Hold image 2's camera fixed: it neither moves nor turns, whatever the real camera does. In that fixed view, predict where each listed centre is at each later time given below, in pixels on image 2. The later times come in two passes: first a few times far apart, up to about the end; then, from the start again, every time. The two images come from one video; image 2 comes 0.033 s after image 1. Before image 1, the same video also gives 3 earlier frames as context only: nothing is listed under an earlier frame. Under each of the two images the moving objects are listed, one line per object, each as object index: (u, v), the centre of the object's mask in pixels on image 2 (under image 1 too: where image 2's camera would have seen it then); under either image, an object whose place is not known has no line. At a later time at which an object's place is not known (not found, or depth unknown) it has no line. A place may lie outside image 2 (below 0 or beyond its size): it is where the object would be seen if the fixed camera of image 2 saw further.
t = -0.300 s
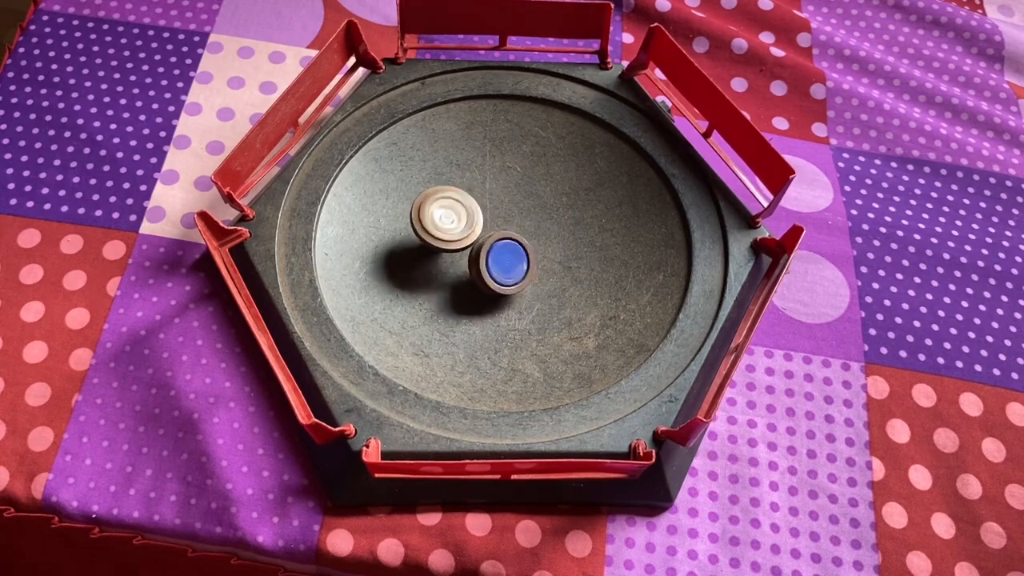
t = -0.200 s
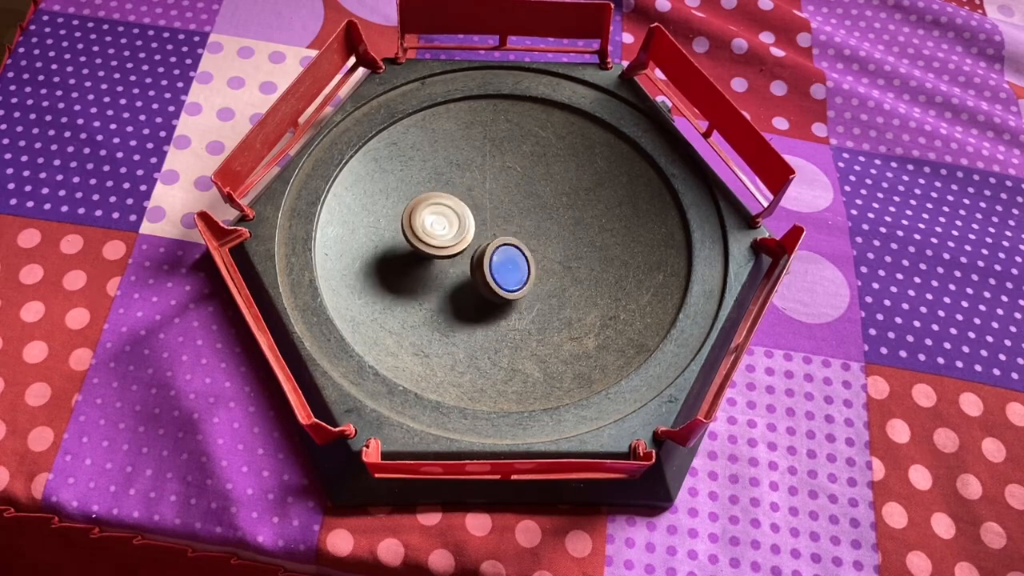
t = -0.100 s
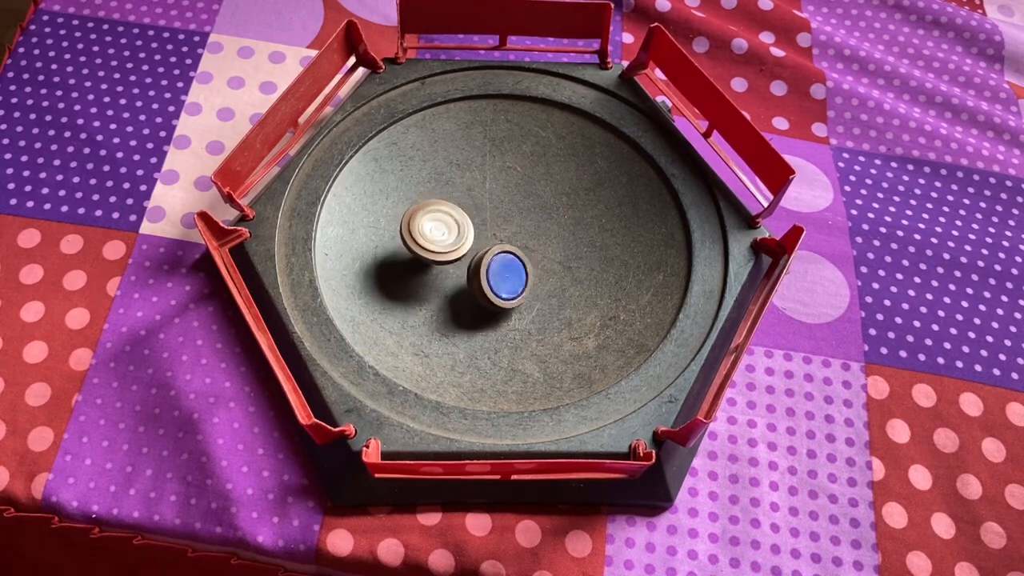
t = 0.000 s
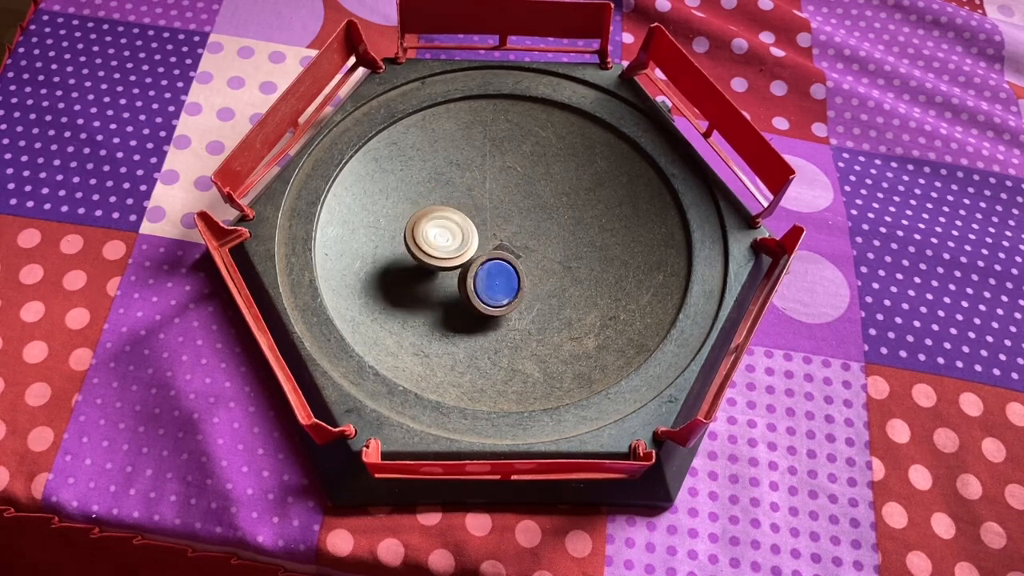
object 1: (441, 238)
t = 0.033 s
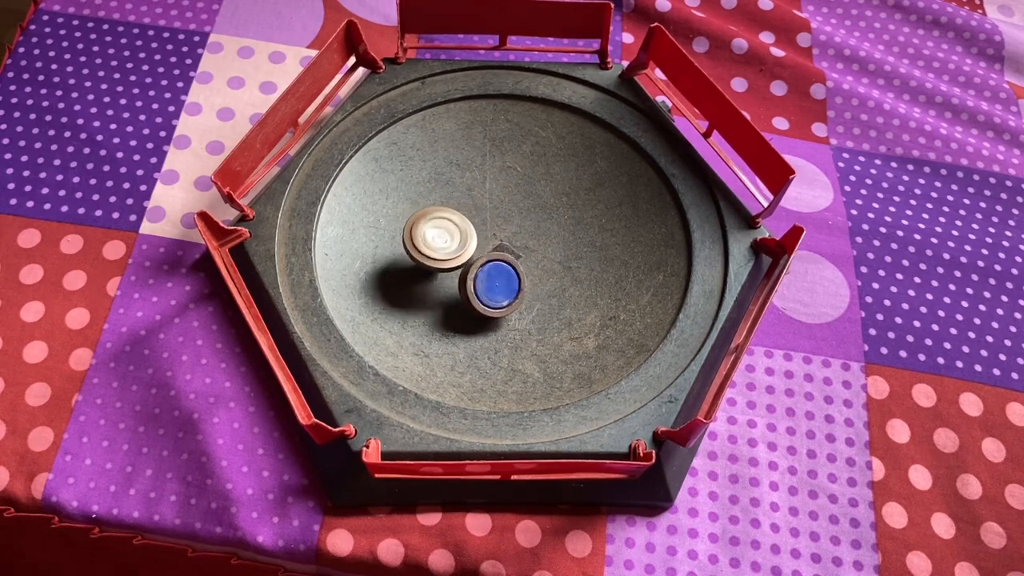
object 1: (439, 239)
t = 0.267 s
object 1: (445, 241)
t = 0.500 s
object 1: (435, 238)
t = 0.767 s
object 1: (444, 231)
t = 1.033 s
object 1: (445, 221)
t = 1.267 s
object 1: (461, 213)
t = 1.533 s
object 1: (483, 200)
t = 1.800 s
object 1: (494, 189)
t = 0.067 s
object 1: (439, 239)
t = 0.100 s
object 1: (439, 239)
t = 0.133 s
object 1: (440, 240)
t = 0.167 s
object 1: (442, 240)
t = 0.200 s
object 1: (444, 240)
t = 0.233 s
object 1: (446, 240)
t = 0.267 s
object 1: (445, 241)
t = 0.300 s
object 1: (444, 241)
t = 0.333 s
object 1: (442, 241)
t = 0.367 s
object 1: (439, 241)
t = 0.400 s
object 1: (438, 240)
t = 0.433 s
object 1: (436, 240)
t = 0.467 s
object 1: (436, 239)
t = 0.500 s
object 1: (435, 238)
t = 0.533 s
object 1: (436, 237)
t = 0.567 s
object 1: (437, 236)
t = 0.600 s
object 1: (438, 236)
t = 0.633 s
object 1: (440, 234)
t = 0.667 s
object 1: (441, 234)
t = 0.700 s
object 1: (442, 233)
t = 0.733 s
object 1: (443, 232)
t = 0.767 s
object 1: (444, 231)
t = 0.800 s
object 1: (444, 230)
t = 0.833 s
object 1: (444, 229)
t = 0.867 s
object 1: (443, 228)
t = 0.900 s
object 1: (443, 227)
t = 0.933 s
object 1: (443, 225)
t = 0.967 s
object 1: (443, 224)
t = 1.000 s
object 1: (444, 222)
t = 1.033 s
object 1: (445, 221)
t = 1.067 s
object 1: (447, 219)
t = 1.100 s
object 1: (448, 218)
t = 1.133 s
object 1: (450, 217)
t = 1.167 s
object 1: (452, 215)
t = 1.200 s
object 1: (455, 215)
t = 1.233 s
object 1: (458, 214)
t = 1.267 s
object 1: (461, 213)
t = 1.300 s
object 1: (464, 212)
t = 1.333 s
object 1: (467, 211)
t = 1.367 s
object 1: (470, 210)
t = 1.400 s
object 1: (473, 208)
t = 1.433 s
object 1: (476, 206)
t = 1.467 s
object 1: (477, 204)
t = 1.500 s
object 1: (480, 202)
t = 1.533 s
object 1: (483, 200)
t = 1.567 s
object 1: (485, 198)
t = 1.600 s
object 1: (488, 196)
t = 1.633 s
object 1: (489, 194)
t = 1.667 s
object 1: (487, 194)
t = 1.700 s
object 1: (488, 194)
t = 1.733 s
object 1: (490, 192)
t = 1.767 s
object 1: (493, 191)
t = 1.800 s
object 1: (494, 189)
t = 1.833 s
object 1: (496, 187)
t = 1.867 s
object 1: (498, 186)
